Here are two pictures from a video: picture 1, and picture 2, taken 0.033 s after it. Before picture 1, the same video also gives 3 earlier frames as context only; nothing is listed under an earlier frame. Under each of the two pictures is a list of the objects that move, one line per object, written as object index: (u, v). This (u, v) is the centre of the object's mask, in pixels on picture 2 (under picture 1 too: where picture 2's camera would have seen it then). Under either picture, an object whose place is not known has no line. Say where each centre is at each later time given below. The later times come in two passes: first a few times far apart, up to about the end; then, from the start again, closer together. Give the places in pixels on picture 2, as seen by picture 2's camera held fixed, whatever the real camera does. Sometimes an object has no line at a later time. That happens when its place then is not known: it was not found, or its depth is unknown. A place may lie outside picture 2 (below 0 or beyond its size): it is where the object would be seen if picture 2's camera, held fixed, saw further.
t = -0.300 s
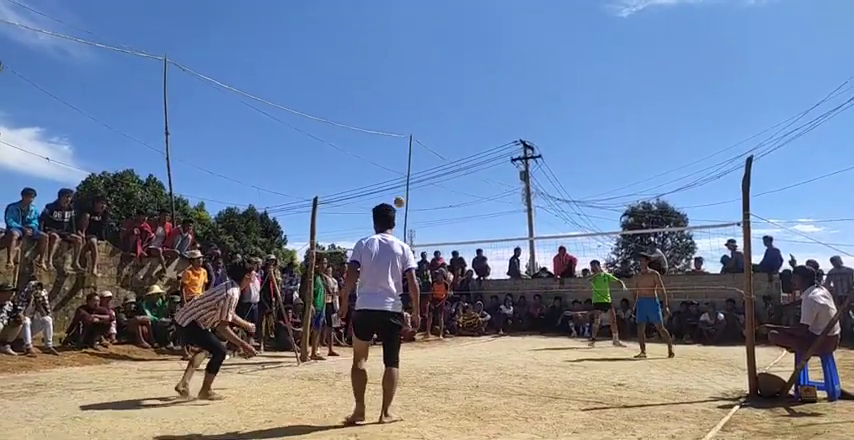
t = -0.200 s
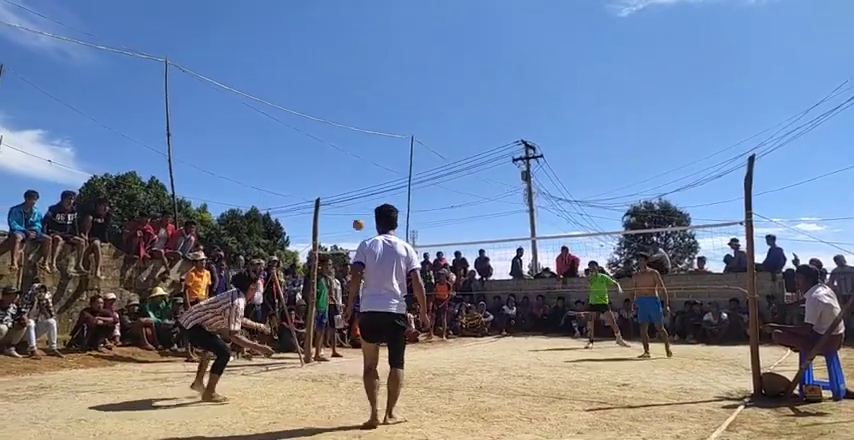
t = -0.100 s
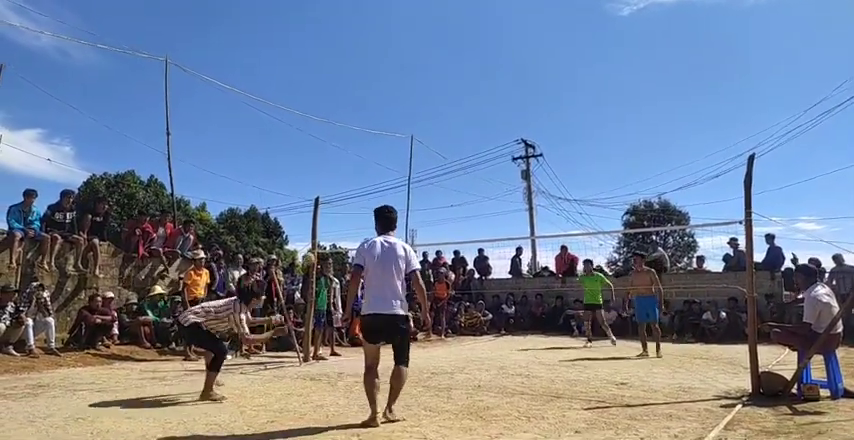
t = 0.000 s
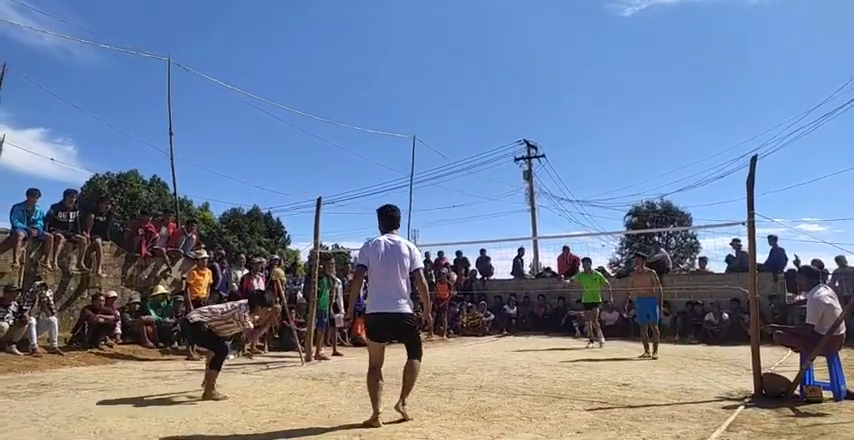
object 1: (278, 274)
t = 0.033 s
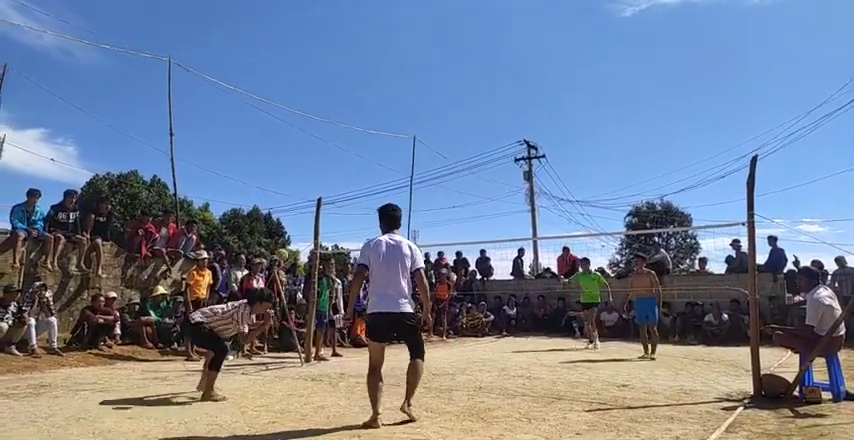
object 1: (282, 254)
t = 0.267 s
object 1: (314, 147)
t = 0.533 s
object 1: (351, 82)
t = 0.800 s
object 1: (388, 81)
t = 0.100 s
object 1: (290, 220)
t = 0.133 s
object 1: (295, 203)
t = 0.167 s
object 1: (300, 188)
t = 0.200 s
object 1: (304, 174)
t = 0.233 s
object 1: (309, 160)
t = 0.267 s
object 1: (314, 147)
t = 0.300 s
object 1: (319, 135)
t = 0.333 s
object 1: (323, 124)
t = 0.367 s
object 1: (327, 115)
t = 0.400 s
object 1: (332, 106)
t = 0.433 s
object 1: (337, 98)
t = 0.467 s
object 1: (342, 92)
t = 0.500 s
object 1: (346, 86)
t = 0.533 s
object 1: (351, 82)
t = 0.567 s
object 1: (355, 77)
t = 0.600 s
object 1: (360, 75)
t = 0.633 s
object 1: (364, 73)
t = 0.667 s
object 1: (370, 72)
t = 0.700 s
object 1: (375, 73)
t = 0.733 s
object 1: (379, 74)
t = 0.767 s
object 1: (383, 77)
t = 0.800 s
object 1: (388, 81)
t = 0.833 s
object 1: (394, 86)
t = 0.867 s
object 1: (400, 92)
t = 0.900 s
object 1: (404, 99)
